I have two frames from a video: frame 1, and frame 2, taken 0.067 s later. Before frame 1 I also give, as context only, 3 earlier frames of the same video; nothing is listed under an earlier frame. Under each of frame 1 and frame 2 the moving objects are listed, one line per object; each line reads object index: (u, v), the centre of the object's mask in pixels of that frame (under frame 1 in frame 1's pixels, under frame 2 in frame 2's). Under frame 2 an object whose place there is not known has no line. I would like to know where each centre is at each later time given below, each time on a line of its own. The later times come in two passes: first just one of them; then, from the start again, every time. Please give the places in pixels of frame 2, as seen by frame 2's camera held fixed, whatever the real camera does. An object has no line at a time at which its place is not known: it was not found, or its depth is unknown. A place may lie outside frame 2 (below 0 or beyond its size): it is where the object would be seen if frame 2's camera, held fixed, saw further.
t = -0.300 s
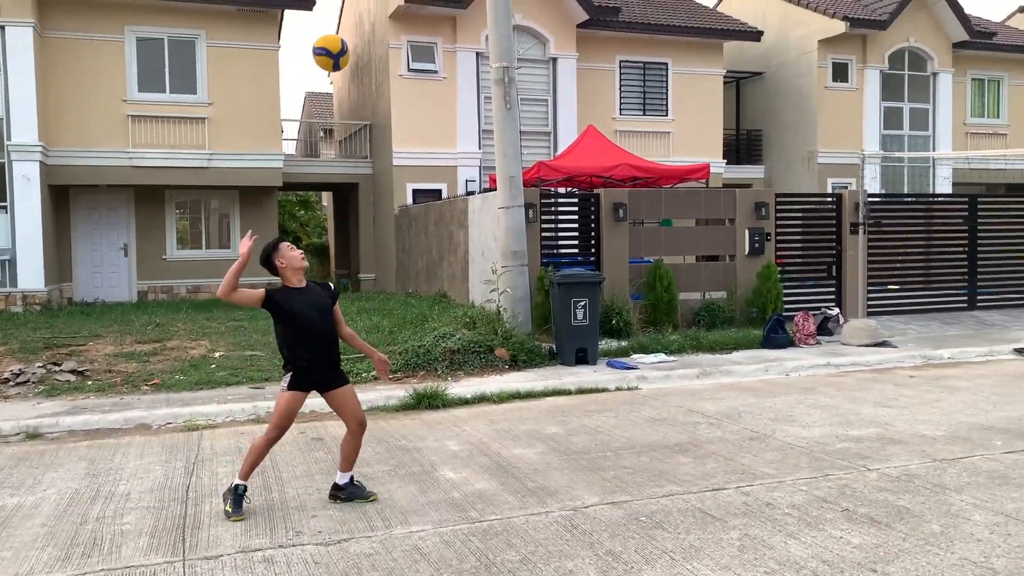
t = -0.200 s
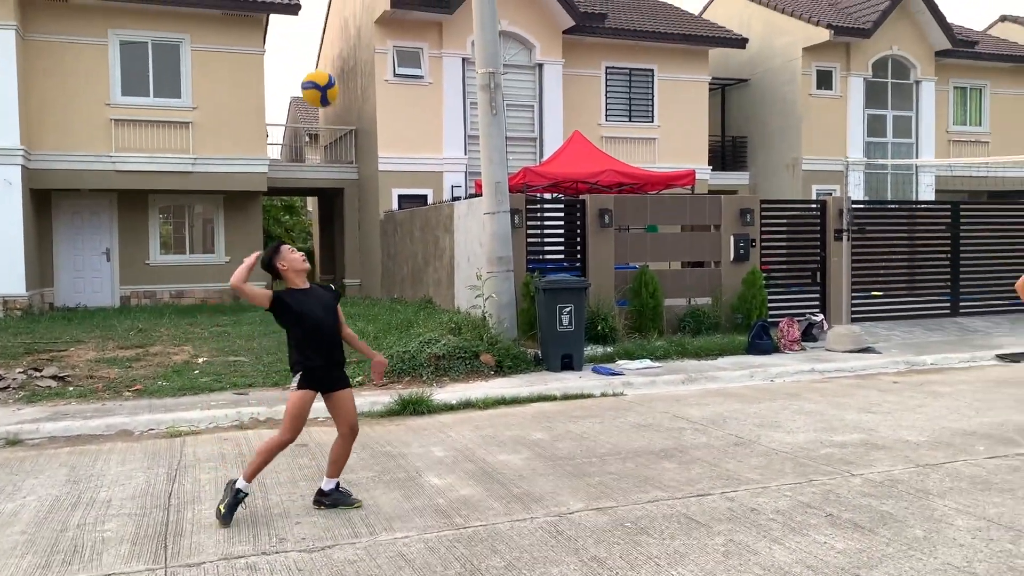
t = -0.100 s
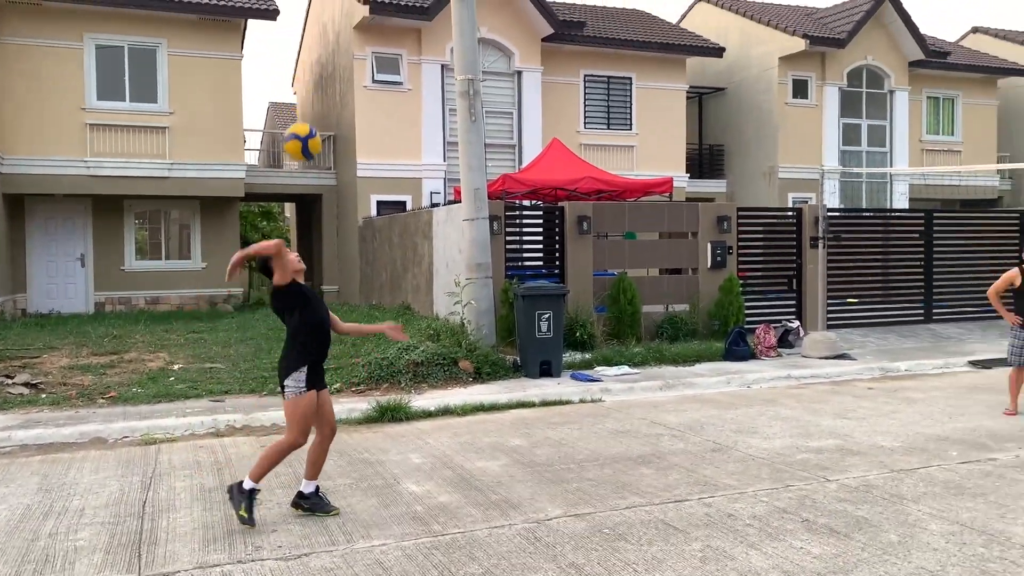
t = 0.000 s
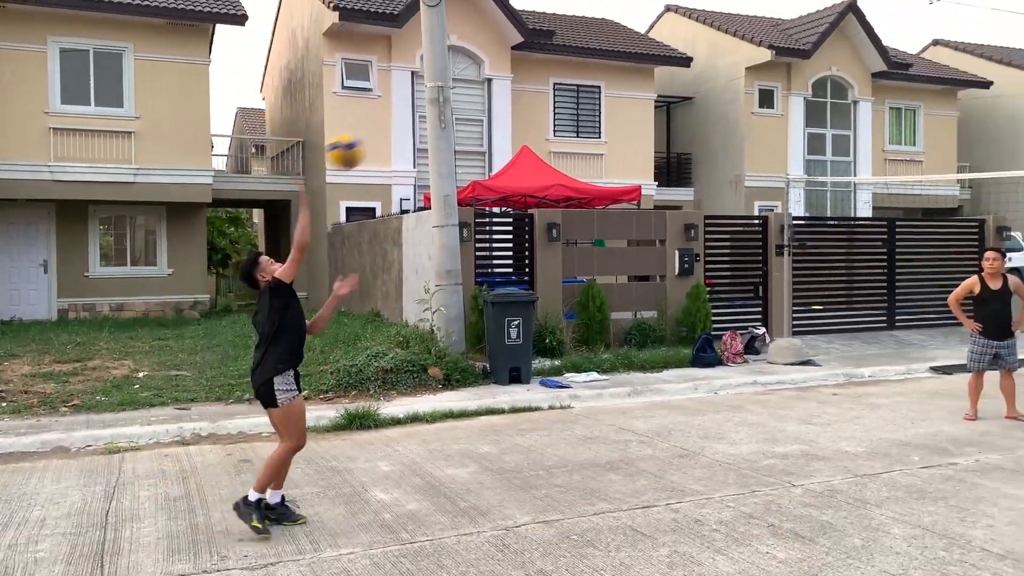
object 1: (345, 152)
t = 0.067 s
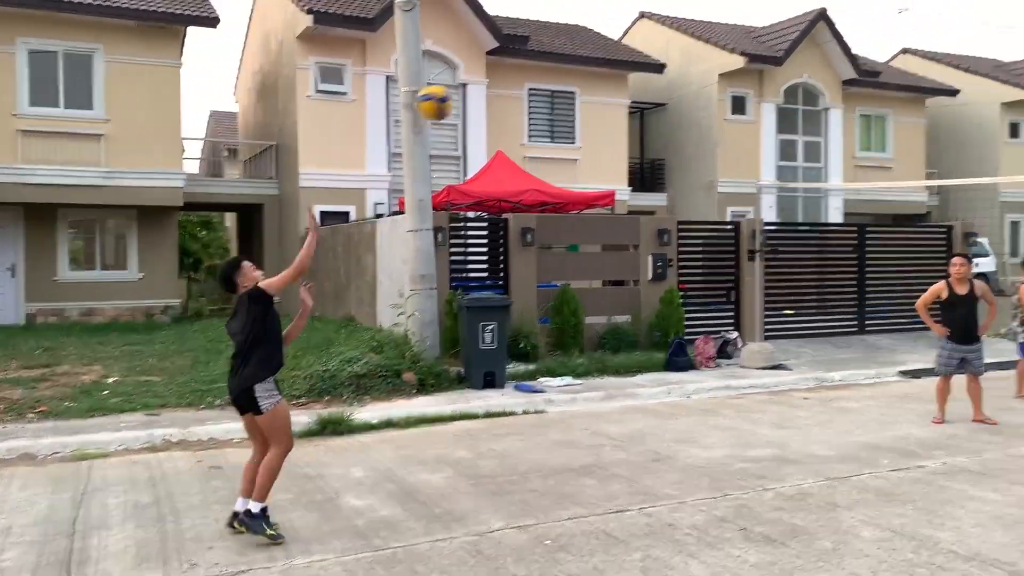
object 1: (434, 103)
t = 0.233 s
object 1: (675, 18)
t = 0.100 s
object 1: (489, 80)
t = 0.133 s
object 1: (539, 61)
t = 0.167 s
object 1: (586, 45)
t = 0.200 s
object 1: (632, 31)
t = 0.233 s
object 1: (675, 18)
